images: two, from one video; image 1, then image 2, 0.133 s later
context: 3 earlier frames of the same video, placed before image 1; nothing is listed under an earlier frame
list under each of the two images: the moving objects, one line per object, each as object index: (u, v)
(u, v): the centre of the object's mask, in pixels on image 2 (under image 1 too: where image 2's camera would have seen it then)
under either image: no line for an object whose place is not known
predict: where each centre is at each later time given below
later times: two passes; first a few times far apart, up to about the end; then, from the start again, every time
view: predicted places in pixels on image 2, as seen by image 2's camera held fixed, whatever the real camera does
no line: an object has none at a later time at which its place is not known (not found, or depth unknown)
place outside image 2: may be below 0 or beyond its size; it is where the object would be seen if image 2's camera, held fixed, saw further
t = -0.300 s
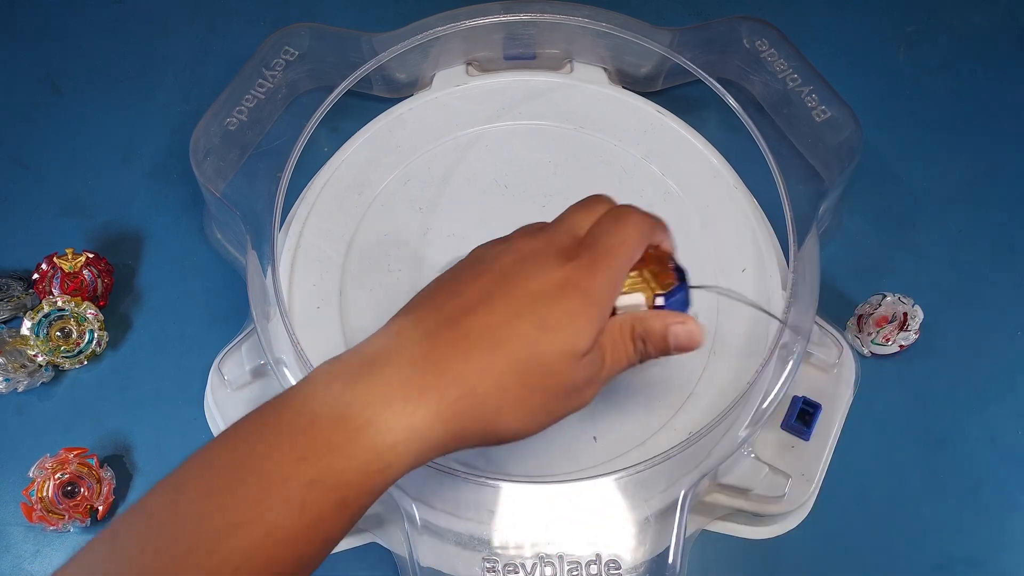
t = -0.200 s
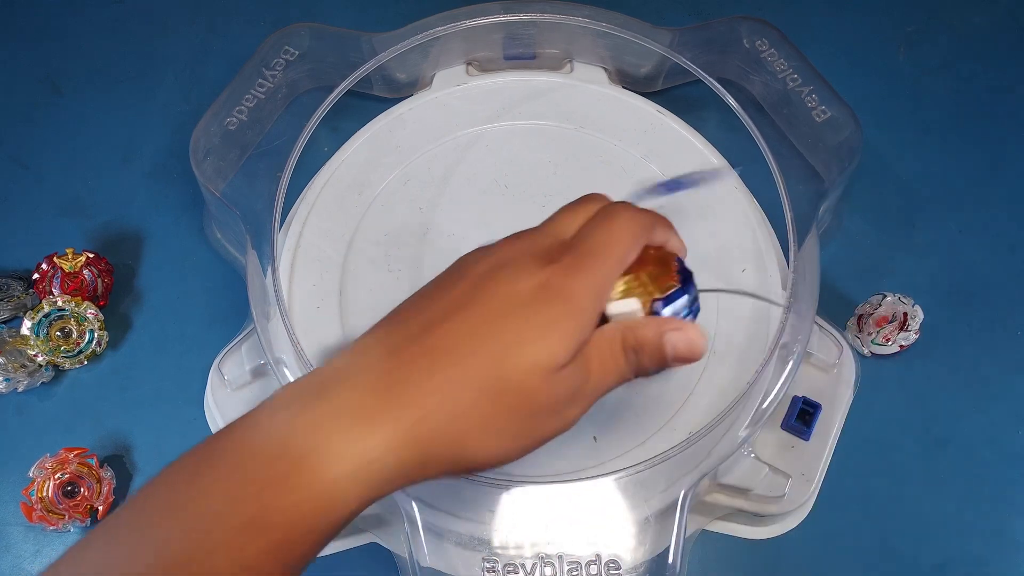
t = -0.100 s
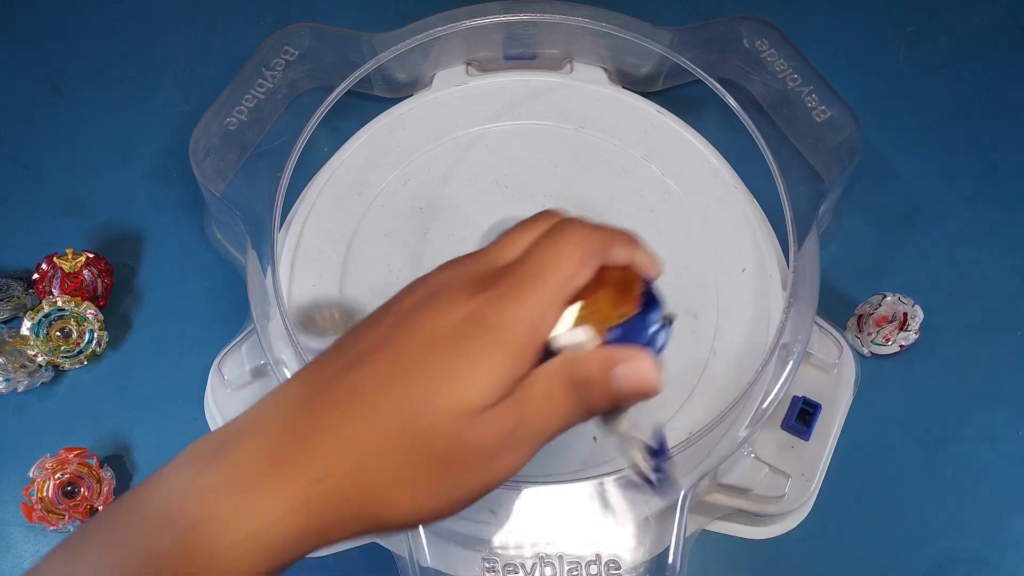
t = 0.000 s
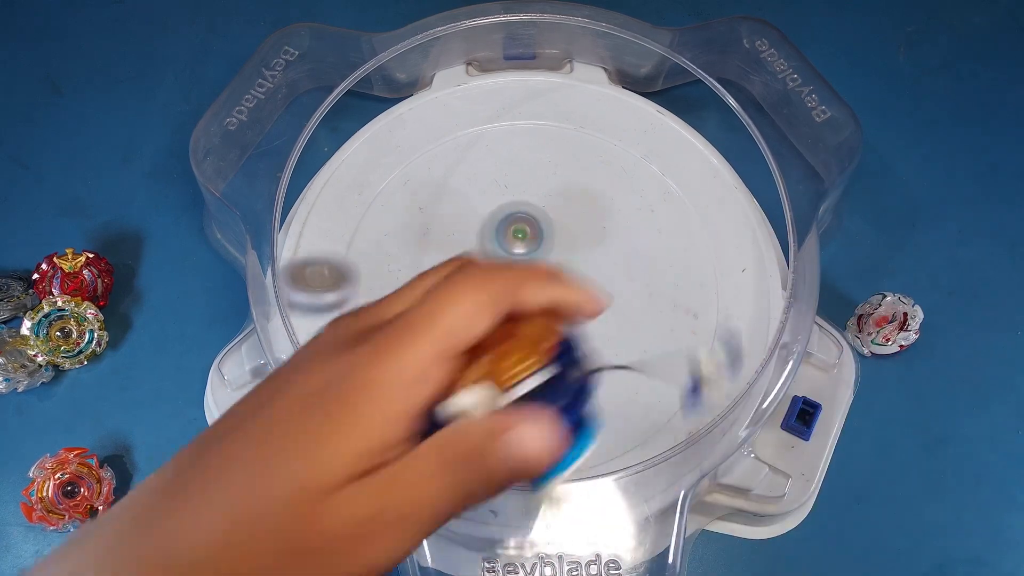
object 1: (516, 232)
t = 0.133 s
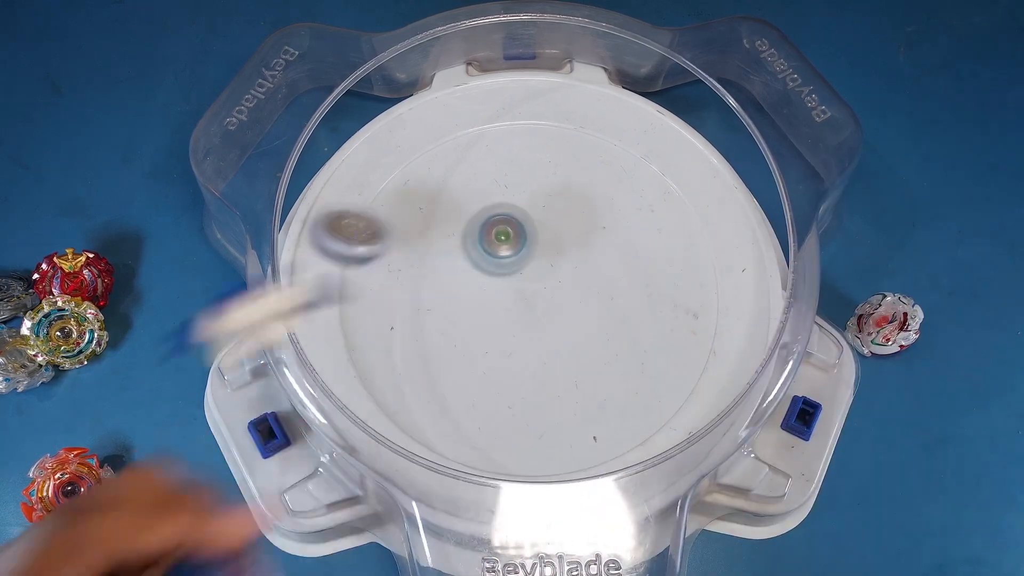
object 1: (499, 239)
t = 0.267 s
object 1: (522, 253)
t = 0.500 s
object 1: (597, 294)
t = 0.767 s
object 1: (640, 302)
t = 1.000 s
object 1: (623, 304)
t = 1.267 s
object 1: (570, 341)
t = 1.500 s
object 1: (530, 370)
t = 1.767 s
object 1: (510, 342)
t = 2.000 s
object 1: (474, 314)
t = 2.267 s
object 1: (459, 294)
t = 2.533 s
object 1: (478, 275)
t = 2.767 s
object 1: (510, 264)
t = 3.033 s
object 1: (541, 258)
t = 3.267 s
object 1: (542, 267)
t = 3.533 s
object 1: (524, 289)
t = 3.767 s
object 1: (536, 318)
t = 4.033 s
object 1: (527, 302)
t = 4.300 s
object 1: (509, 293)
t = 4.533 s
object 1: (513, 293)
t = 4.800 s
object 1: (522, 279)
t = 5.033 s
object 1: (524, 262)
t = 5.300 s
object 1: (555, 280)
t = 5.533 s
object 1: (550, 282)
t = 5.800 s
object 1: (656, 334)
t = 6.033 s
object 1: (648, 346)
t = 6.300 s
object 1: (541, 329)
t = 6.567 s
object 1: (482, 310)
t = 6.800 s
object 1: (461, 260)
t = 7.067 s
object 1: (497, 216)
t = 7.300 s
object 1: (556, 223)
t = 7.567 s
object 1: (592, 261)
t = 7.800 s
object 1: (565, 296)
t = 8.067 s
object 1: (492, 310)
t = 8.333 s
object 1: (489, 225)
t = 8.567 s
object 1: (519, 200)
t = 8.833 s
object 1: (551, 245)
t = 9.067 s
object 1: (620, 344)
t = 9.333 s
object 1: (642, 344)
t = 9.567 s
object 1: (575, 331)
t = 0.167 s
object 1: (501, 244)
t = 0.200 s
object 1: (507, 249)
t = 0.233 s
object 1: (516, 252)
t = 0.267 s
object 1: (522, 253)
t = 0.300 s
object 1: (530, 254)
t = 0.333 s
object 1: (541, 259)
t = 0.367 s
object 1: (553, 265)
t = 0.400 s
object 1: (562, 268)
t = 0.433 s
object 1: (576, 275)
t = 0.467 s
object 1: (588, 286)
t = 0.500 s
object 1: (597, 294)
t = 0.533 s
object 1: (604, 299)
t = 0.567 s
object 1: (610, 303)
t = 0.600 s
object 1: (614, 303)
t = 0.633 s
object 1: (620, 303)
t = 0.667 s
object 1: (625, 302)
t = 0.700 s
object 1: (632, 304)
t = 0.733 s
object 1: (636, 303)
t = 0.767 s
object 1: (640, 302)
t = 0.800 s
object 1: (642, 302)
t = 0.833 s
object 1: (641, 299)
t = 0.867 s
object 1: (640, 296)
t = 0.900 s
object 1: (637, 297)
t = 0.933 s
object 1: (632, 301)
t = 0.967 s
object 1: (627, 304)
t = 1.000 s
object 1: (623, 304)
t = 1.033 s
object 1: (619, 304)
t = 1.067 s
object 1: (611, 308)
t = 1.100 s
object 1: (601, 314)
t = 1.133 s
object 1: (593, 317)
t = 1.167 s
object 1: (587, 321)
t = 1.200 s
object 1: (583, 327)
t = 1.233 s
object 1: (579, 334)
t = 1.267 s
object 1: (570, 341)
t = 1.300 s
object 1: (560, 347)
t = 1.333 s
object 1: (554, 350)
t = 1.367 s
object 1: (550, 353)
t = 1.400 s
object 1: (544, 357)
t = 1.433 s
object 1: (539, 362)
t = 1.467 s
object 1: (533, 367)
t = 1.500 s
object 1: (530, 370)
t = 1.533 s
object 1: (529, 370)
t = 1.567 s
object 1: (531, 368)
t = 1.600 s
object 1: (534, 366)
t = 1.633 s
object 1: (533, 365)
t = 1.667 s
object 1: (527, 361)
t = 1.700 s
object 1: (518, 354)
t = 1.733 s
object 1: (512, 347)
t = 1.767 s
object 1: (510, 342)
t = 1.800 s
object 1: (510, 338)
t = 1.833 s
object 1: (506, 336)
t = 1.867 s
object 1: (498, 329)
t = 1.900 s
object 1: (489, 322)
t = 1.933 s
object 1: (482, 317)
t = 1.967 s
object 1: (477, 314)
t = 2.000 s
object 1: (474, 314)
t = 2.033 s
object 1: (471, 315)
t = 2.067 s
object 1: (465, 312)
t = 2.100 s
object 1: (460, 305)
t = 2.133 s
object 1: (456, 299)
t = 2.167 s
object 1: (456, 296)
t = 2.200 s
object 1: (456, 294)
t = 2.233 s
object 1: (458, 294)
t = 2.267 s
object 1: (459, 294)
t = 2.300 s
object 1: (459, 296)
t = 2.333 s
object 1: (457, 298)
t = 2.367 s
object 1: (452, 296)
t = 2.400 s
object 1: (451, 290)
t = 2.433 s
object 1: (456, 284)
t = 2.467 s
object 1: (465, 279)
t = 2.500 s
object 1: (473, 276)
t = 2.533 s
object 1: (478, 275)
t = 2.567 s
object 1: (482, 275)
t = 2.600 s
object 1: (482, 276)
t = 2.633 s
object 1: (482, 274)
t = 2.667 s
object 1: (485, 268)
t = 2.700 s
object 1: (493, 265)
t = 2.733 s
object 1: (503, 265)
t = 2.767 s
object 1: (510, 264)
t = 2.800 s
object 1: (514, 263)
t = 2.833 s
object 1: (515, 262)
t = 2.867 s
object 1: (514, 260)
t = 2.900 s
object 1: (515, 256)
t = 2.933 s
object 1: (521, 254)
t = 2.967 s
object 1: (530, 256)
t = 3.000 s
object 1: (537, 256)
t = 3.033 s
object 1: (541, 258)
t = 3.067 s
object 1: (538, 260)
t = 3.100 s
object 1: (528, 260)
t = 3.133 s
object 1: (523, 259)
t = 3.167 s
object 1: (522, 259)
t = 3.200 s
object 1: (527, 263)
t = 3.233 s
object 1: (534, 263)
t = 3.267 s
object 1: (542, 267)
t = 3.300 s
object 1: (544, 275)
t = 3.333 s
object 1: (541, 283)
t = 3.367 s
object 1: (537, 285)
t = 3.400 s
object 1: (532, 289)
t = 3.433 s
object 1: (528, 291)
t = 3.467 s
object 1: (525, 294)
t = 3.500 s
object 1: (523, 292)
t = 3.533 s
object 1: (524, 289)
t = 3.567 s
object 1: (528, 287)
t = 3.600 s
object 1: (532, 290)
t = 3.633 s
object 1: (536, 295)
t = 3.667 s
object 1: (539, 301)
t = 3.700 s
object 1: (539, 308)
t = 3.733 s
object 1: (539, 314)
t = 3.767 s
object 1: (536, 318)
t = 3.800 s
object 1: (532, 322)
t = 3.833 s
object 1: (527, 321)
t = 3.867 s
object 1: (522, 319)
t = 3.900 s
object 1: (519, 316)
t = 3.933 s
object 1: (518, 311)
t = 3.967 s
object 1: (519, 302)
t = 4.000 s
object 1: (522, 304)
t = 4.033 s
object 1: (527, 302)
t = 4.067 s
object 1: (529, 302)
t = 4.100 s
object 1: (529, 300)
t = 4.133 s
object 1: (528, 304)
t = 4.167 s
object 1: (525, 304)
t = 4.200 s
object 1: (520, 309)
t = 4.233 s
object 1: (514, 303)
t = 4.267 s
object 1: (510, 298)
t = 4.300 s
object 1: (509, 293)
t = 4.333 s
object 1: (508, 289)
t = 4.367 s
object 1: (510, 287)
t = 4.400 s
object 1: (512, 285)
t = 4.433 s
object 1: (513, 287)
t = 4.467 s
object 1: (514, 289)
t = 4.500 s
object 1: (514, 291)
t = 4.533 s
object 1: (513, 293)
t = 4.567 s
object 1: (510, 294)
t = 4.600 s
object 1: (508, 295)
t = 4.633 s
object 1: (507, 292)
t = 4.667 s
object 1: (512, 285)
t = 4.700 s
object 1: (516, 281)
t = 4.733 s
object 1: (520, 280)
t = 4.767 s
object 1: (521, 279)
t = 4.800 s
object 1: (522, 279)
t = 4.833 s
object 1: (521, 279)
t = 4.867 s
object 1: (521, 278)
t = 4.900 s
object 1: (519, 276)
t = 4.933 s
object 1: (518, 272)
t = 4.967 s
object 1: (519, 268)
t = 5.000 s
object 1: (521, 265)
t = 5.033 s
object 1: (524, 262)
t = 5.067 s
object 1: (528, 262)
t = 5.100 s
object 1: (531, 263)
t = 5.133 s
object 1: (534, 265)
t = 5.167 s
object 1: (538, 271)
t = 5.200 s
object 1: (539, 274)
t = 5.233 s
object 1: (547, 274)
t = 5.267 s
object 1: (553, 278)
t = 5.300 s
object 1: (555, 280)
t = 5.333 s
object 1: (555, 282)
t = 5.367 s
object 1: (555, 283)
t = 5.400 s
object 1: (554, 283)
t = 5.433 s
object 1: (552, 284)
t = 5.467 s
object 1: (551, 283)
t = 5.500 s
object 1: (550, 283)
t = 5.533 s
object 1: (550, 282)
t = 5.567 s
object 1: (550, 281)
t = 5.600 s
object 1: (553, 280)
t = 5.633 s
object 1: (553, 280)
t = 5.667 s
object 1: (552, 280)
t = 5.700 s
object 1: (554, 285)
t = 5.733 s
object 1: (571, 298)
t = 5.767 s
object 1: (617, 318)
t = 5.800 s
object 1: (656, 334)
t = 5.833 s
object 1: (689, 346)
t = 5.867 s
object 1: (703, 356)
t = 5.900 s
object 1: (702, 356)
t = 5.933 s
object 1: (695, 359)
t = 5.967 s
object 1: (680, 355)
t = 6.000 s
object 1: (665, 351)
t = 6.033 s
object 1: (648, 346)
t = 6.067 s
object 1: (631, 341)
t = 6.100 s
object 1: (615, 337)
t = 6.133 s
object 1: (598, 334)
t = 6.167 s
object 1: (584, 331)
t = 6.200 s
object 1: (571, 329)
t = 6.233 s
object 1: (560, 328)
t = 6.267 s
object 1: (550, 328)
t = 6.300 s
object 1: (541, 329)
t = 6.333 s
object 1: (533, 329)
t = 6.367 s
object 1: (524, 329)
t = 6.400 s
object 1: (517, 328)
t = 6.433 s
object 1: (509, 327)
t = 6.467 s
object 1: (501, 324)
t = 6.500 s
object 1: (495, 320)
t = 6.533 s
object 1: (488, 316)
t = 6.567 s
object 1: (482, 310)
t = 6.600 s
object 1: (476, 305)
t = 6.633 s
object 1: (471, 299)
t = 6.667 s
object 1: (467, 291)
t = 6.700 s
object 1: (464, 284)
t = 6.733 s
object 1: (462, 276)
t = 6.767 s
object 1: (461, 268)
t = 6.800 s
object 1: (461, 260)
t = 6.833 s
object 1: (462, 253)
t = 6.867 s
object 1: (464, 246)
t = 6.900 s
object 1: (468, 239)
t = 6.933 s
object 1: (473, 233)
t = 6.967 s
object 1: (477, 227)
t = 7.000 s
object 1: (483, 222)
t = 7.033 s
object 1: (489, 219)
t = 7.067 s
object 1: (497, 216)
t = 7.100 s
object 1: (504, 214)
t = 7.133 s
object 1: (512, 212)
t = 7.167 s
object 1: (521, 211)
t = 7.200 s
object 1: (530, 212)
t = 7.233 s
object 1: (539, 215)
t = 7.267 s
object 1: (548, 218)
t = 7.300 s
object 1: (556, 223)
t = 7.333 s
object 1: (564, 227)
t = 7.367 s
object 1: (571, 232)
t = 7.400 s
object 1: (578, 240)
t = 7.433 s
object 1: (584, 248)
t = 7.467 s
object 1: (588, 257)
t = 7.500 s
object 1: (592, 266)
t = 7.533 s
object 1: (592, 262)
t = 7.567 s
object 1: (592, 261)
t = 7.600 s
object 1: (591, 265)
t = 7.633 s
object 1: (590, 270)
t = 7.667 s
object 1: (588, 274)
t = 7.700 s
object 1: (583, 280)
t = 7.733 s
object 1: (578, 286)
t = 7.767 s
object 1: (573, 292)
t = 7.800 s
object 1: (565, 296)
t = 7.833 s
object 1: (556, 302)
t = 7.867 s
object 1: (548, 306)
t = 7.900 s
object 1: (539, 309)
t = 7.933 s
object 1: (529, 310)
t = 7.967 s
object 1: (519, 312)
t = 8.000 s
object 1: (510, 313)
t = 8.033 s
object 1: (501, 312)
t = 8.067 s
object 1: (492, 310)
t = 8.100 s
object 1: (483, 308)
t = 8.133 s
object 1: (476, 306)
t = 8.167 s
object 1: (470, 301)
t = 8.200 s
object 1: (470, 283)
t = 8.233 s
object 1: (475, 262)
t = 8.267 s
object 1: (479, 245)
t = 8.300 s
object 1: (483, 235)
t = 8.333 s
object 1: (489, 225)
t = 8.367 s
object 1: (494, 218)
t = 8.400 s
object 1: (499, 213)
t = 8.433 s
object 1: (503, 207)
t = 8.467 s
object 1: (507, 203)
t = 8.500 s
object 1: (512, 201)
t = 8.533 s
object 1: (514, 198)
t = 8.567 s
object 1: (519, 200)
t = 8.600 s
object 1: (522, 199)
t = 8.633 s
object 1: (525, 203)
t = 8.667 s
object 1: (529, 204)
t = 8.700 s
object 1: (532, 209)
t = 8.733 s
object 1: (536, 215)
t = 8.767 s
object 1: (540, 223)
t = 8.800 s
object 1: (546, 234)
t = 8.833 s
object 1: (551, 245)
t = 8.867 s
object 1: (558, 261)
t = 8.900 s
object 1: (565, 274)
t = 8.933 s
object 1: (576, 293)
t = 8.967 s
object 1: (585, 307)
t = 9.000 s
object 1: (597, 322)
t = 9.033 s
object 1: (609, 335)
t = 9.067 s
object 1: (620, 344)
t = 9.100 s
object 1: (633, 349)
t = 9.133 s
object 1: (642, 352)
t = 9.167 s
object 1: (647, 351)
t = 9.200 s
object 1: (652, 350)
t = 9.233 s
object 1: (654, 349)
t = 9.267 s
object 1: (652, 349)
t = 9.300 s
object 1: (647, 347)
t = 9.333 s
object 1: (642, 344)
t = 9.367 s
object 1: (636, 338)
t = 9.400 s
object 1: (629, 334)
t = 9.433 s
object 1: (622, 329)
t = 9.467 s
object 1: (614, 327)
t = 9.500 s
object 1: (603, 326)
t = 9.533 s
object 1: (589, 328)
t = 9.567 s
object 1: (575, 331)
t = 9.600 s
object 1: (563, 336)
